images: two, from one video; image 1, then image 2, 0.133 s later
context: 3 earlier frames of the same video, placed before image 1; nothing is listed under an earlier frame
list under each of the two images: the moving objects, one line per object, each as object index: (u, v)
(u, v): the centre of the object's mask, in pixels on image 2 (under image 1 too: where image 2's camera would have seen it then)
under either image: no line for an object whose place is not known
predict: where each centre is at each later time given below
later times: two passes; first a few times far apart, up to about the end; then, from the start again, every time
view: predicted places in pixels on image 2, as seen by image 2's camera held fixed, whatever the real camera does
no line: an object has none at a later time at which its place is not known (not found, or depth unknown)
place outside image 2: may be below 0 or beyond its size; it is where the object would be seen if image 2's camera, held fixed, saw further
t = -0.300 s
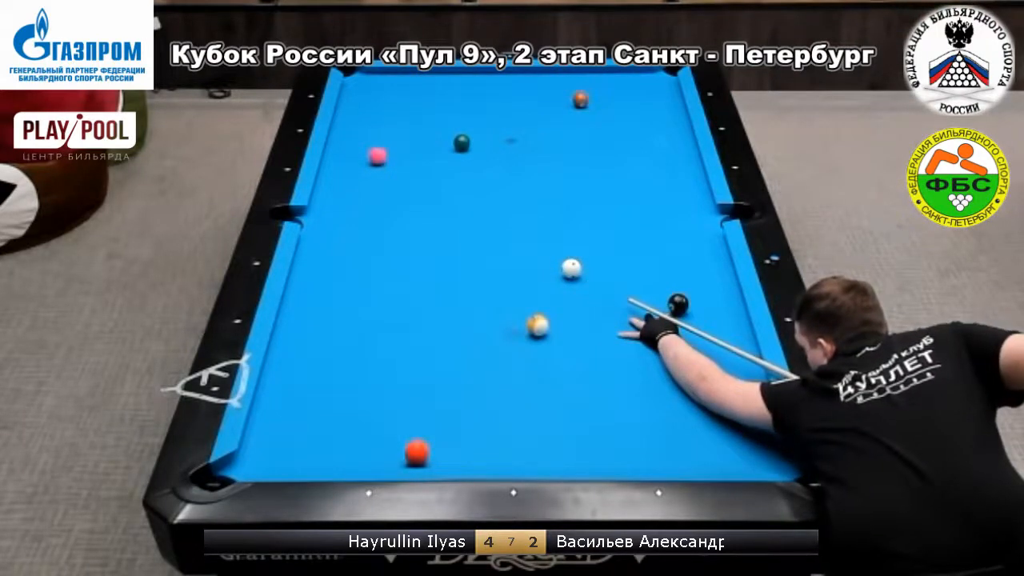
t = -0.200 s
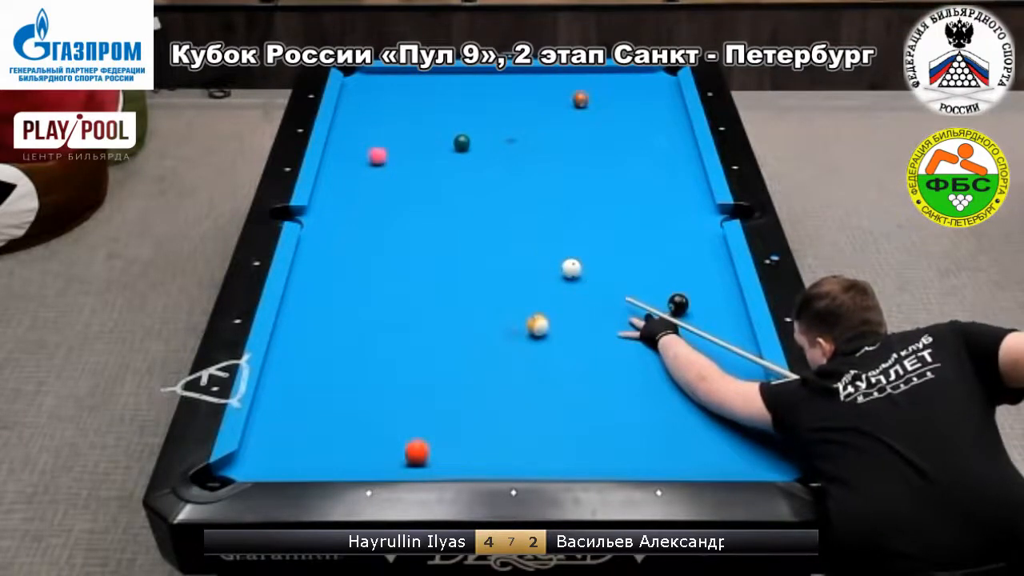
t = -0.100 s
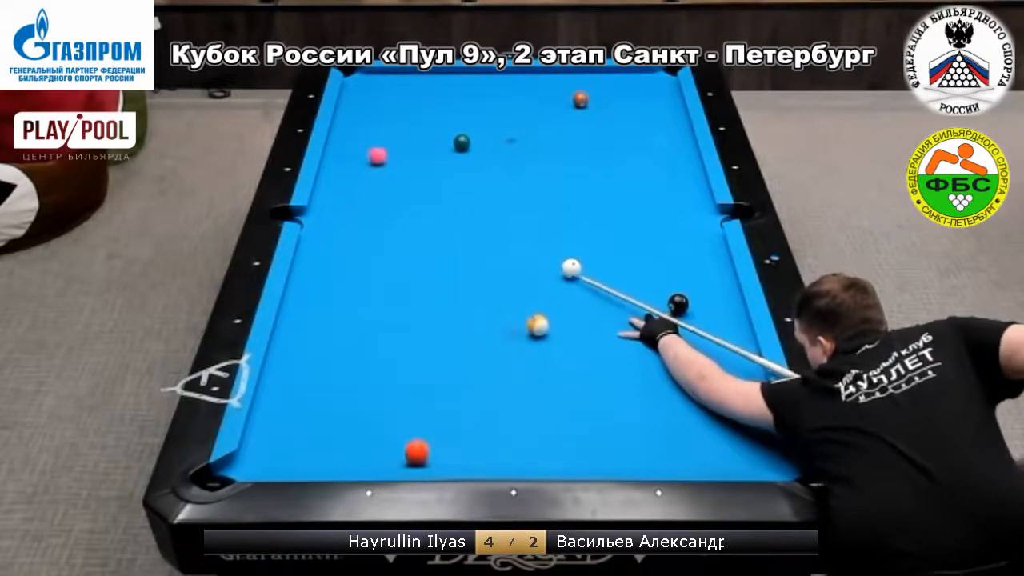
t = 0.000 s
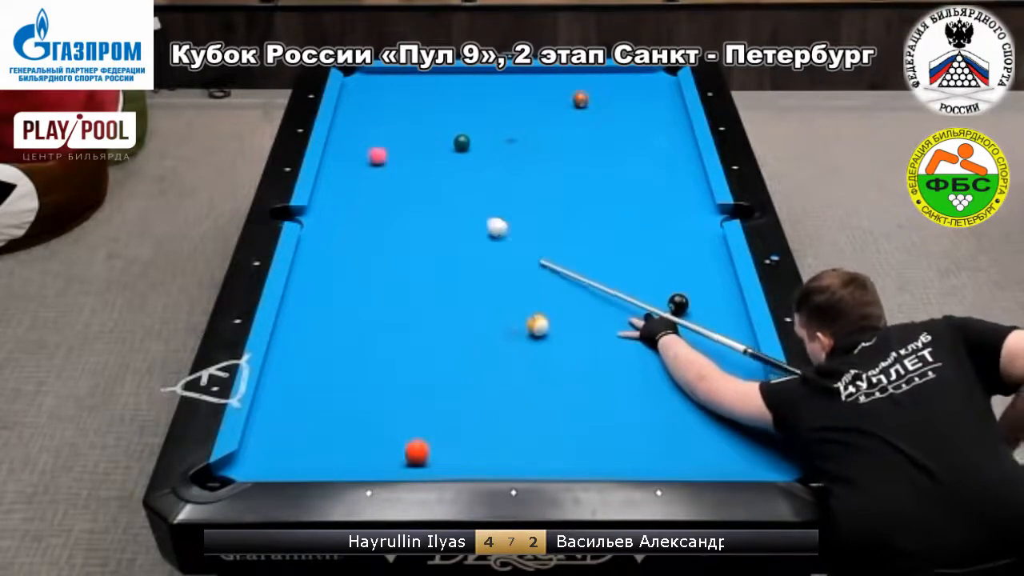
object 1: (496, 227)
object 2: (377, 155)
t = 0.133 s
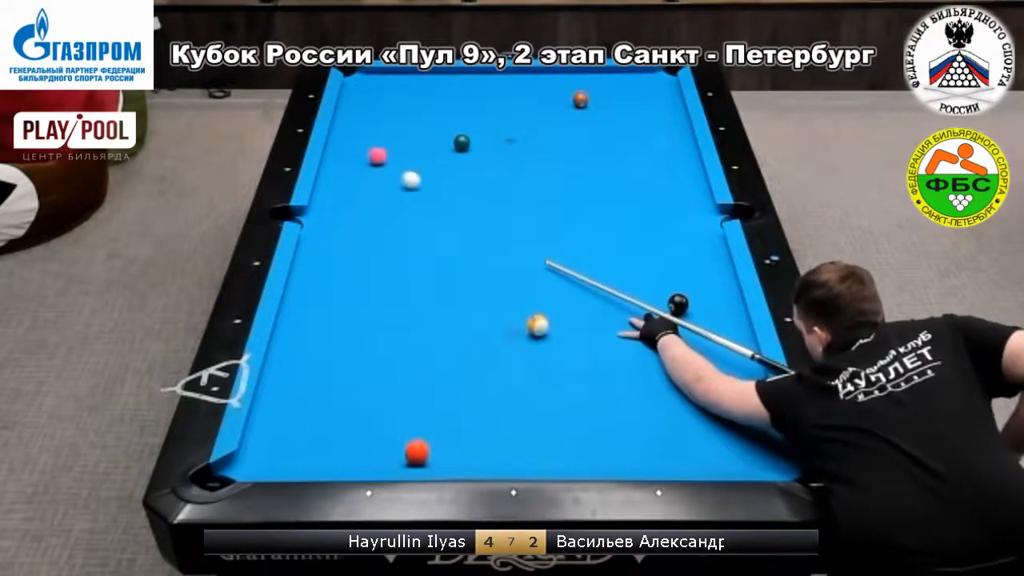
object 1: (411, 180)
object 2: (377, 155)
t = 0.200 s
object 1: (376, 163)
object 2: (377, 149)
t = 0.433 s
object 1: (342, 174)
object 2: (358, 94)
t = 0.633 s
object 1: (371, 187)
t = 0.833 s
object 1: (402, 200)
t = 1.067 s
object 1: (438, 216)
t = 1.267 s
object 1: (469, 230)
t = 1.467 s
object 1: (500, 244)
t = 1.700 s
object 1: (537, 260)
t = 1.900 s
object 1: (569, 274)
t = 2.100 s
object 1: (602, 289)
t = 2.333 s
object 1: (639, 306)
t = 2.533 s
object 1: (673, 321)
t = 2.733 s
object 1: (706, 336)
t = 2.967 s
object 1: (745, 354)
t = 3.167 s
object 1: (739, 364)
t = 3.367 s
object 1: (726, 373)
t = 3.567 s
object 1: (714, 382)
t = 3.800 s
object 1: (700, 391)
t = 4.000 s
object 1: (689, 399)
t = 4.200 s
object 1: (678, 406)
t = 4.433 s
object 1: (666, 414)
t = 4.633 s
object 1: (656, 420)
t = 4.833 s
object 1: (648, 426)
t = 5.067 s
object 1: (639, 432)
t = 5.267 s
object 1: (632, 436)
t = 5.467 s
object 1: (626, 440)
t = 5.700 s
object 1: (621, 444)
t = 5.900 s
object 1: (617, 447)
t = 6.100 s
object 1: (614, 449)
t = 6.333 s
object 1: (612, 451)
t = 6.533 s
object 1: (611, 452)
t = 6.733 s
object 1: (611, 452)
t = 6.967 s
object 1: (611, 452)
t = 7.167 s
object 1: (611, 452)
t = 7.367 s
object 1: (611, 452)
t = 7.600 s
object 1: (611, 452)
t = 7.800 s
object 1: (611, 452)
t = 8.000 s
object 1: (611, 452)
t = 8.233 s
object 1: (611, 452)
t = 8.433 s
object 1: (611, 452)
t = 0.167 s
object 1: (392, 170)
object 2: (377, 155)
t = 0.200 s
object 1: (376, 163)
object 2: (377, 149)
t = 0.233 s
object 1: (362, 164)
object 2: (373, 143)
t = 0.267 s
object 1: (350, 165)
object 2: (370, 133)
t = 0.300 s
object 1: (339, 166)
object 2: (367, 124)
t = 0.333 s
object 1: (328, 167)
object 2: (365, 116)
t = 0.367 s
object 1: (330, 169)
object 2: (363, 108)
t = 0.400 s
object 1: (336, 171)
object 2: (360, 101)
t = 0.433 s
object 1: (342, 174)
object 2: (358, 94)
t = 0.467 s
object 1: (347, 176)
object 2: (356, 88)
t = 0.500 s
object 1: (352, 178)
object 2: (354, 83)
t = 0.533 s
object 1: (357, 180)
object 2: (352, 77)
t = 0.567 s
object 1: (362, 183)
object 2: (350, 72)
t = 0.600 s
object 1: (367, 185)
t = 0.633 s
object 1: (371, 187)
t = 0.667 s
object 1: (376, 189)
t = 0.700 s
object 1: (382, 191)
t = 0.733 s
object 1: (387, 194)
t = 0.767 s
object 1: (391, 196)
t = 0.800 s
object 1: (397, 198)
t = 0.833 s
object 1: (402, 200)
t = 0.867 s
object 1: (407, 202)
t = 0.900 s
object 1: (412, 205)
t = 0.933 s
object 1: (417, 207)
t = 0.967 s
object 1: (422, 209)
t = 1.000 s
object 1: (427, 212)
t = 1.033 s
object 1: (432, 214)
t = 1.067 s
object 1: (438, 216)
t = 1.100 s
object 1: (443, 219)
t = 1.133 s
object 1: (448, 221)
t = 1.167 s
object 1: (453, 223)
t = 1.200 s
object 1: (458, 225)
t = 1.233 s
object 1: (463, 227)
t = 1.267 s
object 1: (469, 230)
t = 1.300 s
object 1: (474, 232)
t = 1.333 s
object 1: (479, 234)
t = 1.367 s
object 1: (484, 237)
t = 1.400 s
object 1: (489, 239)
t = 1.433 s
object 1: (495, 241)
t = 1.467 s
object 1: (500, 244)
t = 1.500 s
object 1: (505, 246)
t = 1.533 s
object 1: (510, 248)
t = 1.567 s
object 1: (516, 251)
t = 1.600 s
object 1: (521, 253)
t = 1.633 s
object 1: (526, 255)
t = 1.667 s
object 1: (532, 258)
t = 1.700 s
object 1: (537, 260)
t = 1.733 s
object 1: (542, 263)
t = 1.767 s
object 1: (548, 265)
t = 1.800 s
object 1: (553, 267)
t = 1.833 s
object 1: (558, 270)
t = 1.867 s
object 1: (564, 272)
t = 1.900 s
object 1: (569, 274)
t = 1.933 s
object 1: (574, 277)
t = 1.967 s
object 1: (580, 279)
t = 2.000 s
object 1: (585, 282)
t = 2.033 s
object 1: (591, 284)
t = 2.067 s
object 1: (596, 286)
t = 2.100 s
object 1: (602, 289)
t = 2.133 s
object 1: (607, 292)
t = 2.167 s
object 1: (612, 294)
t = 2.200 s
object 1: (618, 296)
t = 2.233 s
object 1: (623, 299)
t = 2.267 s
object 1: (628, 301)
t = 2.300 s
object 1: (634, 304)
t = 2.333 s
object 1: (639, 306)
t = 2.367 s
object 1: (645, 308)
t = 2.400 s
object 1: (651, 311)
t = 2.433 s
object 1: (656, 313)
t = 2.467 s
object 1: (662, 316)
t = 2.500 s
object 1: (667, 319)
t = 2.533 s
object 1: (673, 321)
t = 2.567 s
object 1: (678, 324)
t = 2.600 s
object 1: (684, 326)
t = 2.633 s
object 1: (690, 329)
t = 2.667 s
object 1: (695, 331)
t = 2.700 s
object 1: (701, 333)
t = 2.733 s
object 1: (706, 336)
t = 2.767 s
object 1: (712, 338)
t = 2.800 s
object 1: (717, 341)
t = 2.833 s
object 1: (723, 343)
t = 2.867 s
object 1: (728, 346)
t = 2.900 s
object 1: (734, 348)
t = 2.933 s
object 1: (739, 351)
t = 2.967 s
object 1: (745, 354)
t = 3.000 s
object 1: (750, 356)
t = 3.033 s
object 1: (748, 357)
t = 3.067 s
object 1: (746, 359)
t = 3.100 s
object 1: (743, 361)
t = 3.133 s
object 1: (741, 362)
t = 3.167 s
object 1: (739, 364)
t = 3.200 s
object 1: (737, 365)
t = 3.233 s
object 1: (735, 367)
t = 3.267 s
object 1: (733, 368)
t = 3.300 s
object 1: (731, 370)
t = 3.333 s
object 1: (728, 371)
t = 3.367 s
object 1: (726, 373)
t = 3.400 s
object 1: (724, 374)
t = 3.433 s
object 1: (722, 376)
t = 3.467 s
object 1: (720, 377)
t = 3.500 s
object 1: (718, 378)
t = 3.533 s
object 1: (716, 380)
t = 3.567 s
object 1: (714, 382)
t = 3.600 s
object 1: (712, 383)
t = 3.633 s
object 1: (710, 384)
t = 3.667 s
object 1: (708, 386)
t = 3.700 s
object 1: (706, 387)
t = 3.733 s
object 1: (704, 388)
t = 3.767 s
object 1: (702, 390)
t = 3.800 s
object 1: (700, 391)
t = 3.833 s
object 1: (698, 392)
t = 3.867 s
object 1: (696, 394)
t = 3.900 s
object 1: (694, 395)
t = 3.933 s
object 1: (693, 396)
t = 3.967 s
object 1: (691, 397)
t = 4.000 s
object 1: (689, 399)
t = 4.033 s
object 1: (687, 400)
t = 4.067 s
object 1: (685, 401)
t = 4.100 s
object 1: (683, 403)
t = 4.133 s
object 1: (682, 404)
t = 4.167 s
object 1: (680, 405)
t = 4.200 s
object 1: (678, 406)
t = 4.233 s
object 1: (676, 407)
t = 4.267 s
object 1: (674, 409)
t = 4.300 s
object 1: (673, 410)
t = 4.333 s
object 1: (671, 411)
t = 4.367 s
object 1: (669, 412)
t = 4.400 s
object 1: (668, 413)
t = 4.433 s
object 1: (666, 414)
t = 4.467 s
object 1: (665, 415)
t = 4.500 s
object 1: (663, 416)
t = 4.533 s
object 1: (661, 417)
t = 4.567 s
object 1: (660, 418)
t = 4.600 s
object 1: (658, 419)
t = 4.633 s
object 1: (656, 420)
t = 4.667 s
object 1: (655, 421)
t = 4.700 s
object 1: (653, 422)
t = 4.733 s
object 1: (652, 423)
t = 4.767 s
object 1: (651, 424)
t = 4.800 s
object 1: (649, 425)
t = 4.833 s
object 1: (648, 426)
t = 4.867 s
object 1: (646, 427)
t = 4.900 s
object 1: (645, 428)
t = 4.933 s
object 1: (644, 429)
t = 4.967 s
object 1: (643, 430)
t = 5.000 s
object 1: (641, 431)
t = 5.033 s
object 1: (640, 431)
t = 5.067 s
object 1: (639, 432)
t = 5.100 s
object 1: (638, 433)
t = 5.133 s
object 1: (636, 433)
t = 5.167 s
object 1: (635, 434)
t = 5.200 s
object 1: (634, 435)
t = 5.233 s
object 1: (633, 436)
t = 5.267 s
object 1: (632, 436)
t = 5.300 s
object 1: (631, 437)
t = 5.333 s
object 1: (630, 438)
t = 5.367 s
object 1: (629, 438)
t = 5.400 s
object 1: (628, 439)
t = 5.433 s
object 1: (627, 440)
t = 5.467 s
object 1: (626, 440)
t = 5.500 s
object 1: (625, 441)
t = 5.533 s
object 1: (625, 441)
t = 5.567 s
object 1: (624, 442)
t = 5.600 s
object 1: (623, 443)
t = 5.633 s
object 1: (622, 443)
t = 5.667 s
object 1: (622, 444)
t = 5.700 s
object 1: (621, 444)
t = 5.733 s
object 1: (620, 445)
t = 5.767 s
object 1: (620, 445)
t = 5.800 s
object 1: (619, 446)
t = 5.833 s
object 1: (619, 446)
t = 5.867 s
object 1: (618, 446)
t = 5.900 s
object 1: (617, 447)
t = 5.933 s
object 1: (617, 447)
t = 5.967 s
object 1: (616, 447)
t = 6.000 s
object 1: (616, 448)
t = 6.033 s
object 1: (615, 448)
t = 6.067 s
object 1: (615, 449)
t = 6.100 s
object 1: (614, 449)
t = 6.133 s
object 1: (614, 449)
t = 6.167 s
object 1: (613, 450)
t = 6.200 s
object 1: (613, 450)
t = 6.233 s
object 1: (613, 450)
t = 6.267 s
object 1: (612, 450)
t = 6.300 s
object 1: (612, 451)
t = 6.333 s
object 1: (612, 451)
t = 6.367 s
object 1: (612, 451)
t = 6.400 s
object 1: (612, 451)
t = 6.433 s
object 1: (611, 451)
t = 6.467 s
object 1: (611, 451)
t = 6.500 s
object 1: (611, 452)
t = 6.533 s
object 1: (611, 452)
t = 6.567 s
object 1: (611, 452)
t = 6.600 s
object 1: (611, 452)
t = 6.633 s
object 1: (611, 452)
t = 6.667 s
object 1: (611, 452)
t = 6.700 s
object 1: (611, 452)
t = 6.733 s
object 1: (611, 452)
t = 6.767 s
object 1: (611, 452)
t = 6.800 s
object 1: (611, 452)
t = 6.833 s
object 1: (611, 452)
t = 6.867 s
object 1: (611, 452)
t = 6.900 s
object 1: (611, 452)
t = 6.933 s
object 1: (611, 452)
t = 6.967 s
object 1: (611, 452)
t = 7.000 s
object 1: (611, 452)
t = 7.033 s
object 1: (611, 452)
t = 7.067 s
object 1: (611, 452)
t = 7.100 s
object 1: (611, 452)
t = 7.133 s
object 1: (611, 452)
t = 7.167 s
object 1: (611, 452)
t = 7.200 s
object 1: (611, 452)
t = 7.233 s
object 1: (611, 452)
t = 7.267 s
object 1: (611, 452)
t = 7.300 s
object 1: (611, 452)
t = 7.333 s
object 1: (611, 452)
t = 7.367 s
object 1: (611, 452)
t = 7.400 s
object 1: (611, 452)
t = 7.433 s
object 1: (611, 452)
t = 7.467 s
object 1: (611, 452)
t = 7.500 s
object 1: (611, 452)
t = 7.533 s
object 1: (611, 452)
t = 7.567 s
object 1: (611, 452)
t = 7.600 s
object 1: (611, 452)
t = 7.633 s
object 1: (611, 452)
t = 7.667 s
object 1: (611, 452)
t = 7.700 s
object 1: (611, 452)
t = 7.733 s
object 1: (611, 452)
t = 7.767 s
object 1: (611, 452)
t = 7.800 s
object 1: (611, 452)
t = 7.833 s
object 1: (611, 452)
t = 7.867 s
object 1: (611, 452)
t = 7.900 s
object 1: (611, 452)
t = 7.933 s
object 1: (611, 452)
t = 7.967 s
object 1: (611, 452)
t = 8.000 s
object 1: (611, 452)
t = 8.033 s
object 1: (611, 452)
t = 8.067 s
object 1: (611, 452)
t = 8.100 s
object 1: (611, 452)
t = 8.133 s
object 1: (611, 452)
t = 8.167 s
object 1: (611, 452)
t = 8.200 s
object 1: (611, 452)
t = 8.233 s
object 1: (611, 452)
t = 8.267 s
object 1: (611, 452)
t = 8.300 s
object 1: (611, 452)
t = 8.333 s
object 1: (611, 452)
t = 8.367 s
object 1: (611, 452)
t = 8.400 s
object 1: (611, 452)
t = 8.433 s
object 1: (611, 452)
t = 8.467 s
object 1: (611, 452)
